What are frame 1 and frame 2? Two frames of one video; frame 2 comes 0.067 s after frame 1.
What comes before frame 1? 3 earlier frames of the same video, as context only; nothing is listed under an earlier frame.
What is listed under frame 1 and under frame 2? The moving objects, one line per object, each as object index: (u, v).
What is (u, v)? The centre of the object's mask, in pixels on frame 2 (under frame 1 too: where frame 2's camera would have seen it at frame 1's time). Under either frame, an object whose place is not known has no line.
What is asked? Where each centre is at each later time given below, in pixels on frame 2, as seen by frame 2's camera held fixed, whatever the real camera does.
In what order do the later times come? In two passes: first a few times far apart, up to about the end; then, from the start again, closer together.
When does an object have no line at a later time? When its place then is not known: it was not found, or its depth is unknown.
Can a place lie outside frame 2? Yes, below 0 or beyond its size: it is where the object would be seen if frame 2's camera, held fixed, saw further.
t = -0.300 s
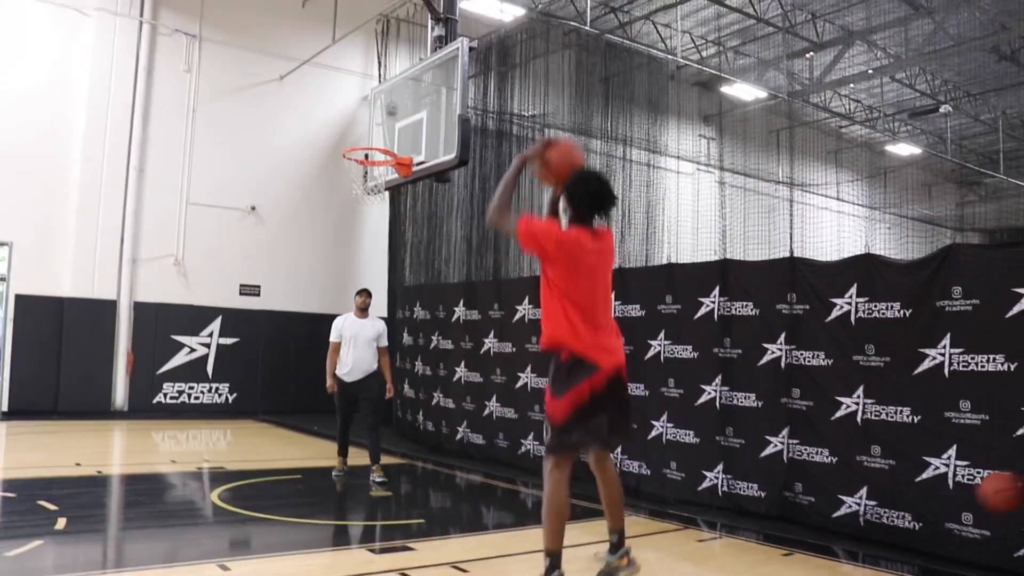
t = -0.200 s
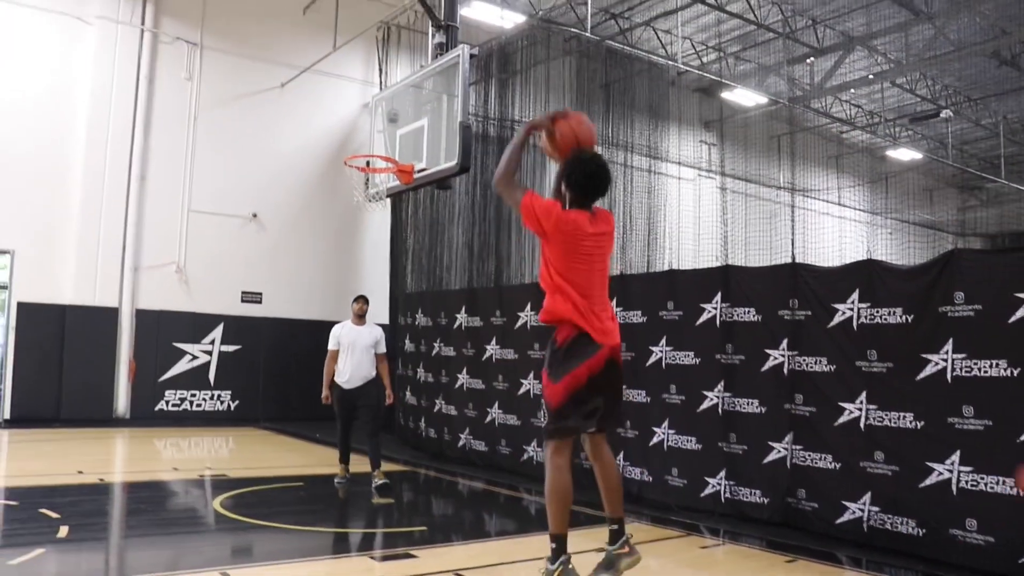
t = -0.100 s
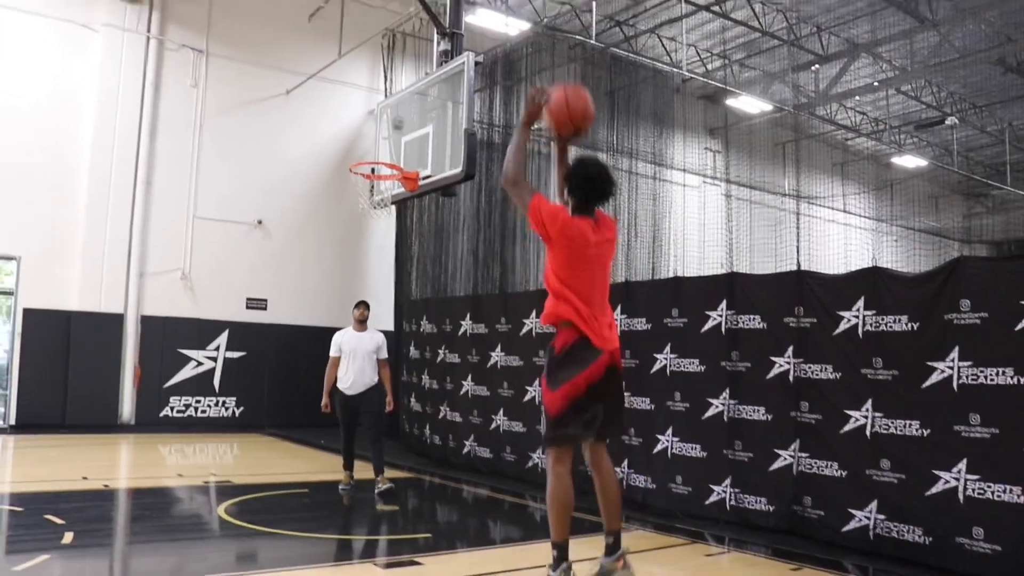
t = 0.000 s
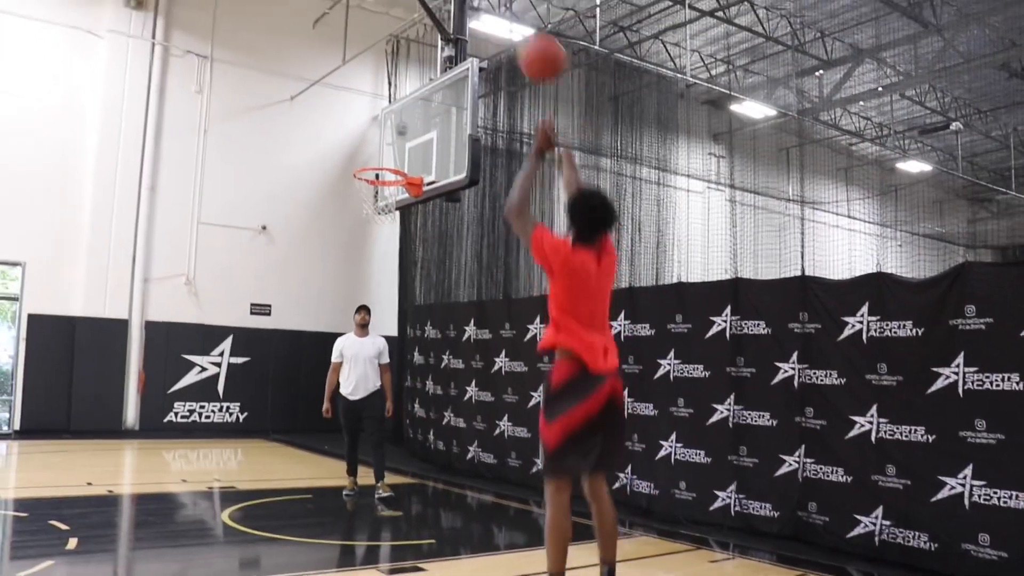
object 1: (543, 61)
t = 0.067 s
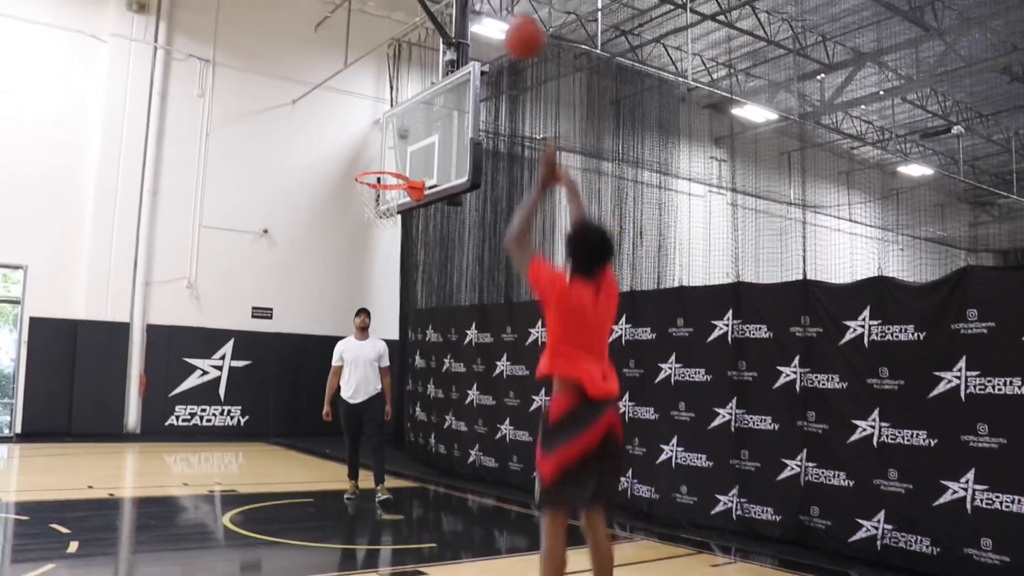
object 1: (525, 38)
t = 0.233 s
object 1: (478, 11)
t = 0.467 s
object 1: (435, 42)
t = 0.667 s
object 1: (404, 111)
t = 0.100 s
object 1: (513, 27)
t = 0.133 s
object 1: (504, 19)
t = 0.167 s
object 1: (495, 14)
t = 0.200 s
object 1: (486, 12)
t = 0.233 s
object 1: (478, 11)
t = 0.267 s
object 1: (472, 11)
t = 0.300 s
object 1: (465, 14)
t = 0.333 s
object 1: (458, 17)
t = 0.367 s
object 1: (453, 22)
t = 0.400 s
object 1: (448, 28)
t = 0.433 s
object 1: (441, 34)
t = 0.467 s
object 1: (435, 42)
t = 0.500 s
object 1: (430, 51)
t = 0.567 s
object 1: (420, 72)
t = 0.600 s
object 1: (414, 84)
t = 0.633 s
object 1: (410, 98)
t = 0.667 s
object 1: (404, 111)
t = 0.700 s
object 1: (399, 125)
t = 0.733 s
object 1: (395, 139)
